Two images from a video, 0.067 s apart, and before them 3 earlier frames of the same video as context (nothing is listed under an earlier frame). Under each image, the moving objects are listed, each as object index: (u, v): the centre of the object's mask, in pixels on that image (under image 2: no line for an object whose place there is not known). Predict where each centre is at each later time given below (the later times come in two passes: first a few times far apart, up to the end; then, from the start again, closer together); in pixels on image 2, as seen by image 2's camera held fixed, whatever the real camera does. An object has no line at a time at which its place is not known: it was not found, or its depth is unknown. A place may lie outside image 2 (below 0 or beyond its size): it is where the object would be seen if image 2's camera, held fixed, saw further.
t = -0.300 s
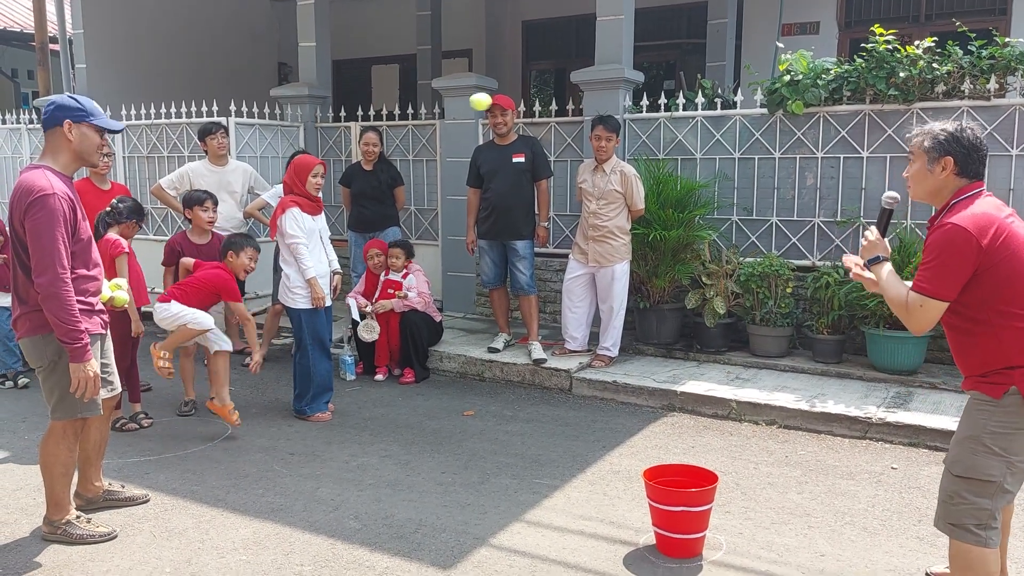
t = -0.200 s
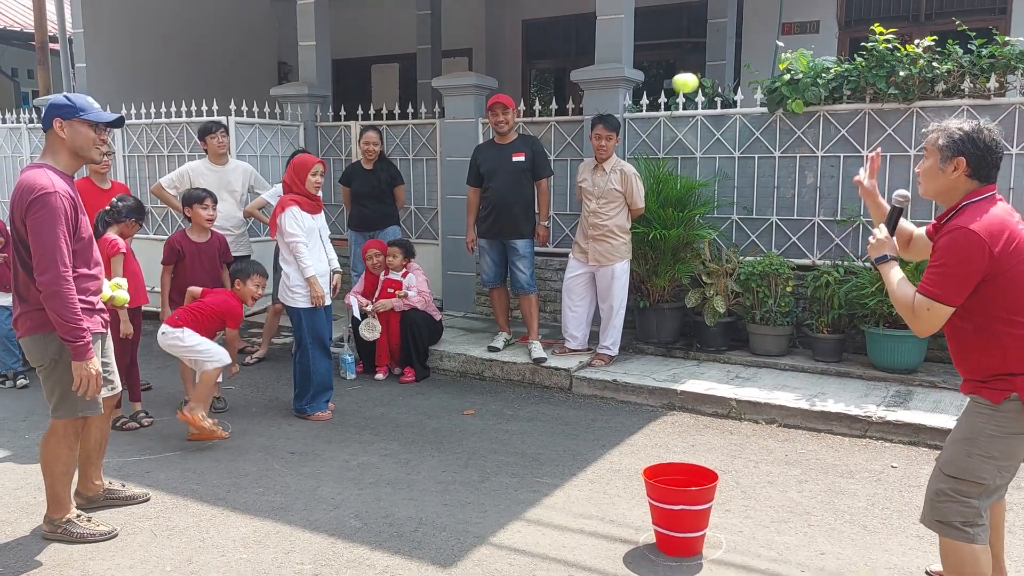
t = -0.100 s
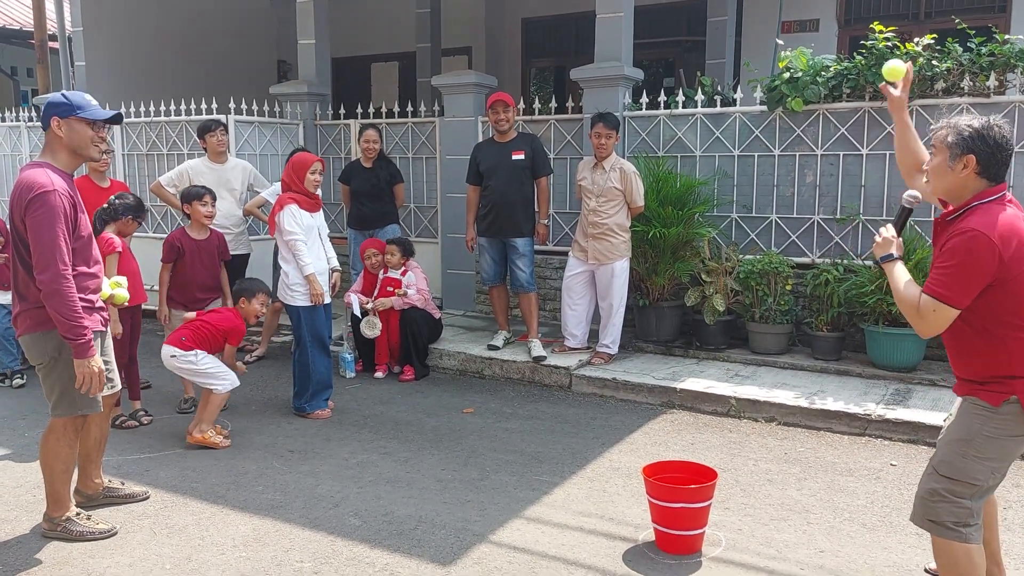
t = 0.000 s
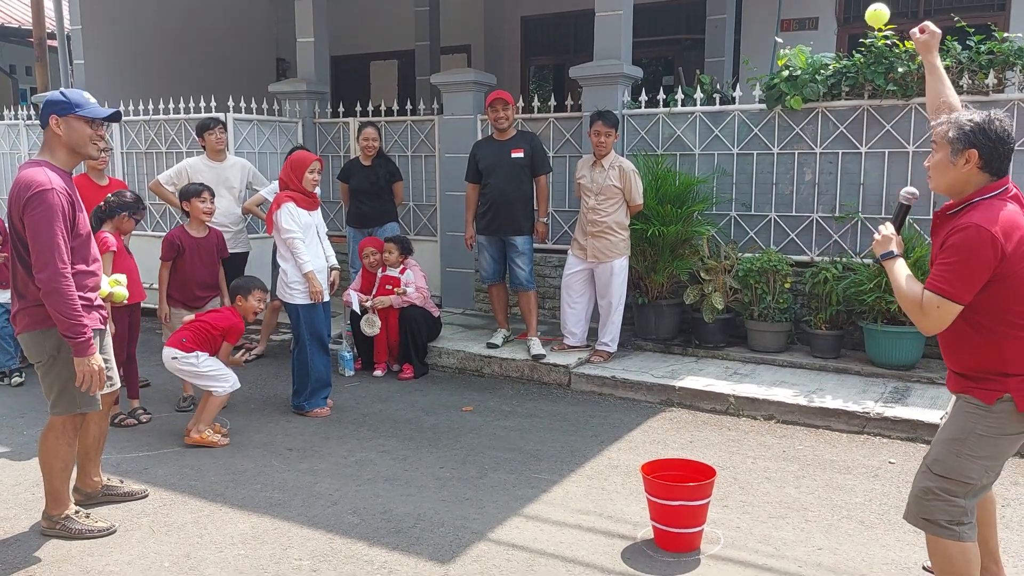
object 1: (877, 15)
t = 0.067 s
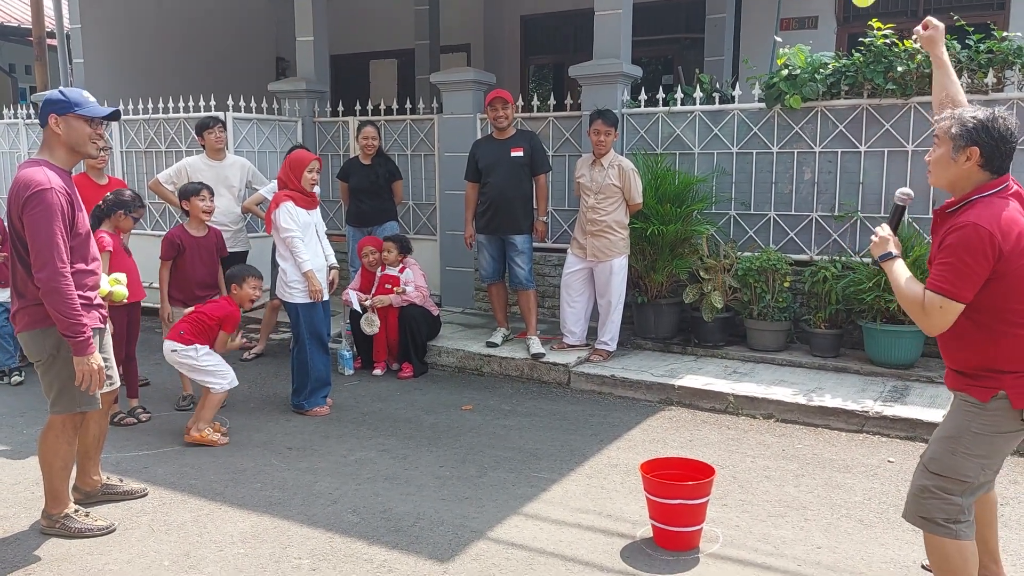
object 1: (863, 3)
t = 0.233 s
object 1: (827, 14)
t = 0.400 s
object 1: (785, 136)
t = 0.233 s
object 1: (827, 14)
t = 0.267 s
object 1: (819, 30)
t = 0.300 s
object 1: (811, 50)
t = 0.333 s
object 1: (802, 75)
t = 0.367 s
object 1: (794, 103)
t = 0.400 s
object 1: (785, 136)
